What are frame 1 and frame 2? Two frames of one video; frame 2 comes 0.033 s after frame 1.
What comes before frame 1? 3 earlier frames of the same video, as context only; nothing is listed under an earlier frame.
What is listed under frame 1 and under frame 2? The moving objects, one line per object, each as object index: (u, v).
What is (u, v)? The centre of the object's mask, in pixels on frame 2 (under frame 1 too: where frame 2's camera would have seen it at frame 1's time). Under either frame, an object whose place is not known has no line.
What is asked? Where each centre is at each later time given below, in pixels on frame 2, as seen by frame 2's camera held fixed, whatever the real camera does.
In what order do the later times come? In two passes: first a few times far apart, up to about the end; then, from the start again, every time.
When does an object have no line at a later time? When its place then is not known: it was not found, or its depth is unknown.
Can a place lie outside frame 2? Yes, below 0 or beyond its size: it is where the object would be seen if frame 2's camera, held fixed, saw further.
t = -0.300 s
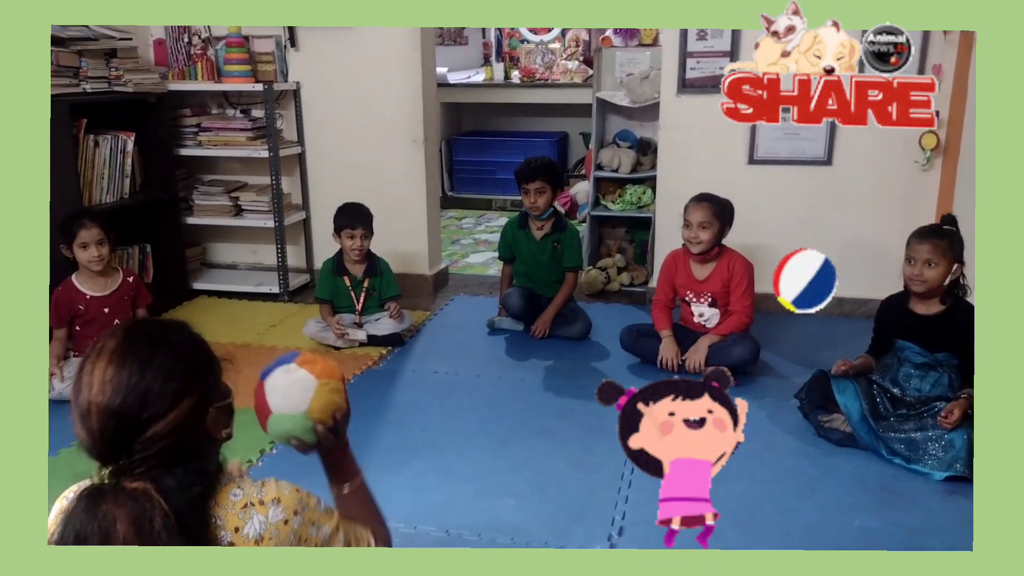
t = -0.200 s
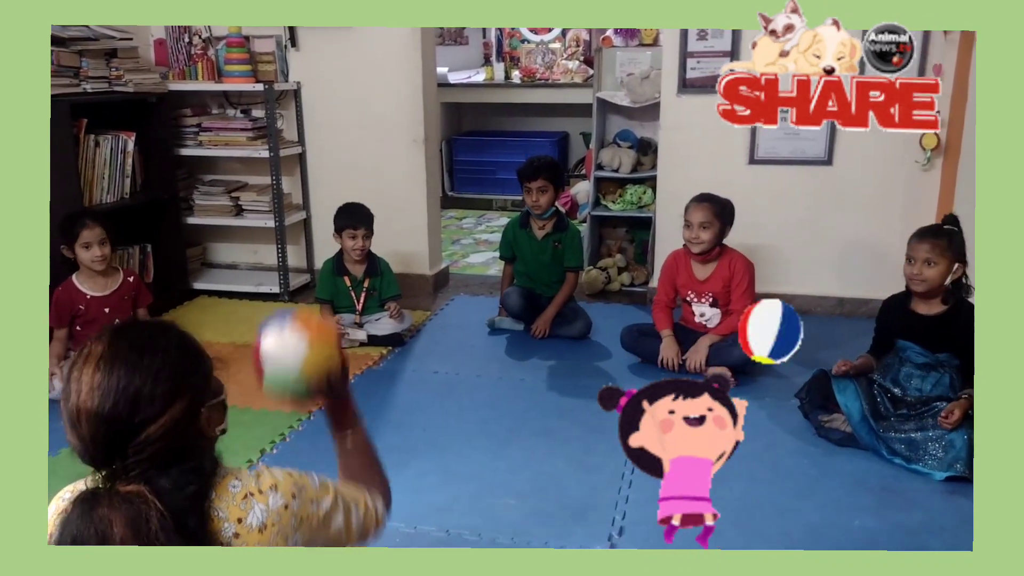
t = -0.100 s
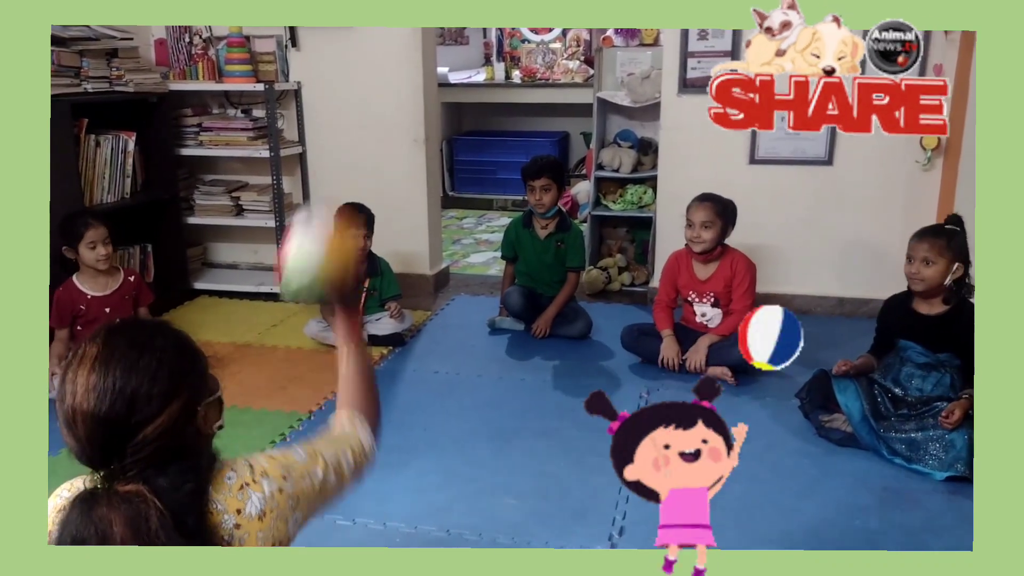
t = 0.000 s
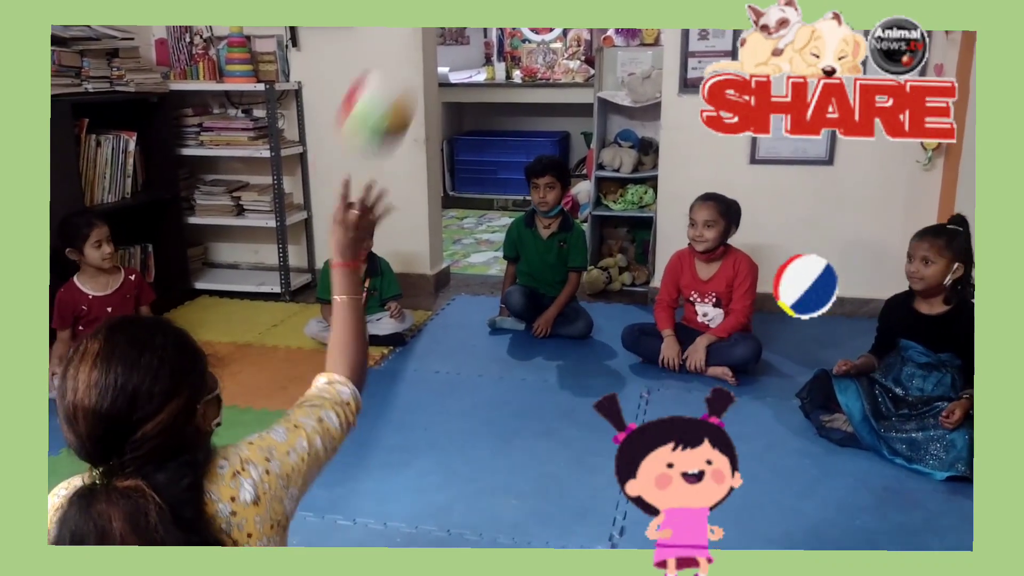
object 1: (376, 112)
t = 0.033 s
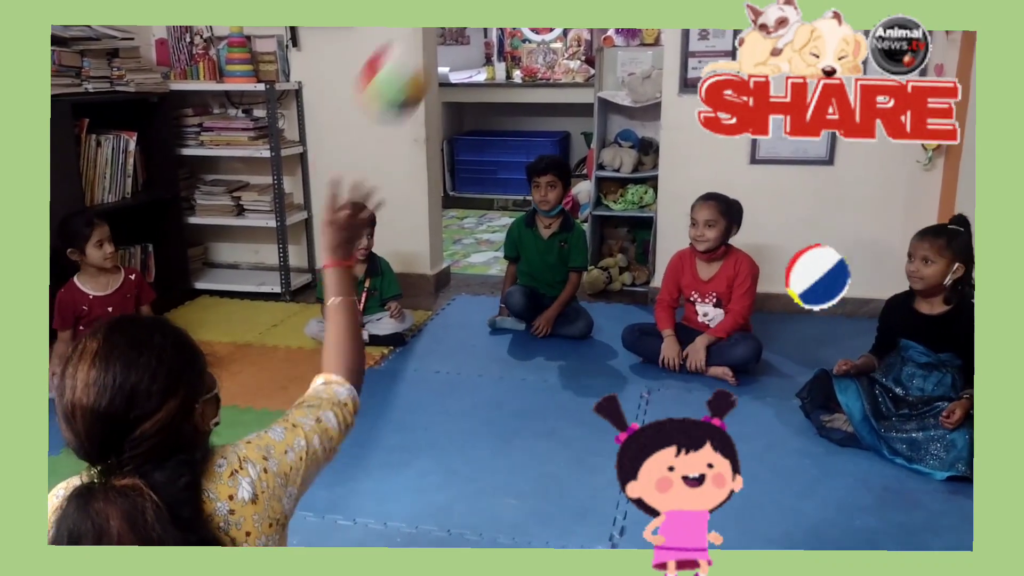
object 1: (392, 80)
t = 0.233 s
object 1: (470, 45)
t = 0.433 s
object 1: (512, 126)
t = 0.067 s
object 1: (409, 58)
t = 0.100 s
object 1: (423, 49)
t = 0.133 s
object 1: (437, 44)
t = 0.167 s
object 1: (449, 43)
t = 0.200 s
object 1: (459, 43)
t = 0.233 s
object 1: (470, 45)
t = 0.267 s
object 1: (480, 49)
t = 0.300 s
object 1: (489, 59)
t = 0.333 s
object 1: (493, 71)
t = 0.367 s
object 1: (500, 92)
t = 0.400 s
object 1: (506, 107)
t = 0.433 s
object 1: (512, 126)
